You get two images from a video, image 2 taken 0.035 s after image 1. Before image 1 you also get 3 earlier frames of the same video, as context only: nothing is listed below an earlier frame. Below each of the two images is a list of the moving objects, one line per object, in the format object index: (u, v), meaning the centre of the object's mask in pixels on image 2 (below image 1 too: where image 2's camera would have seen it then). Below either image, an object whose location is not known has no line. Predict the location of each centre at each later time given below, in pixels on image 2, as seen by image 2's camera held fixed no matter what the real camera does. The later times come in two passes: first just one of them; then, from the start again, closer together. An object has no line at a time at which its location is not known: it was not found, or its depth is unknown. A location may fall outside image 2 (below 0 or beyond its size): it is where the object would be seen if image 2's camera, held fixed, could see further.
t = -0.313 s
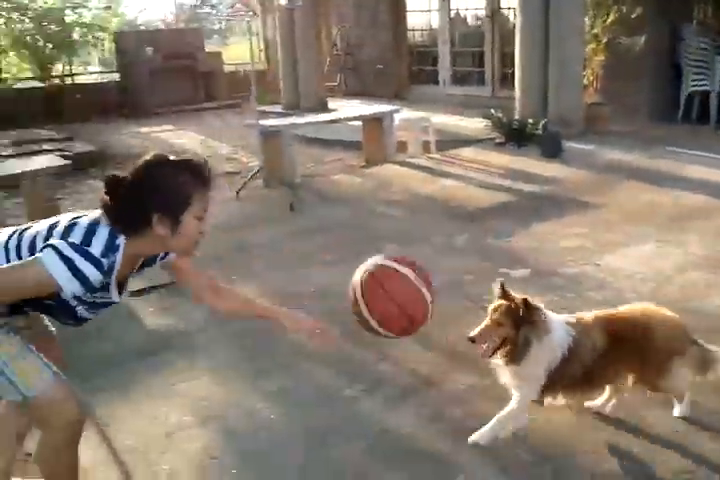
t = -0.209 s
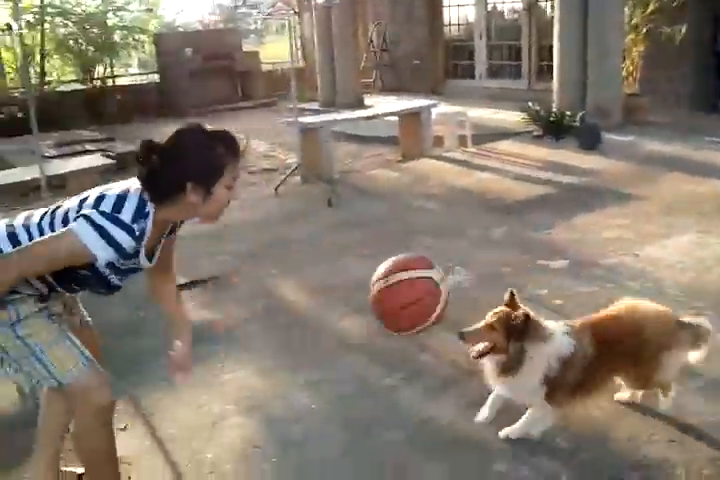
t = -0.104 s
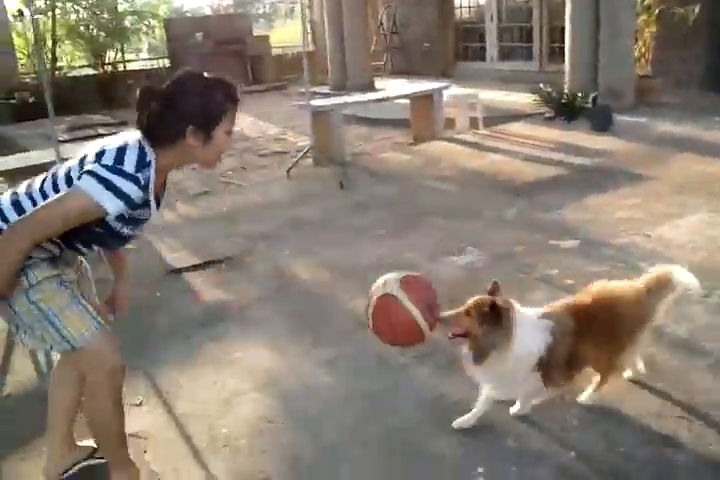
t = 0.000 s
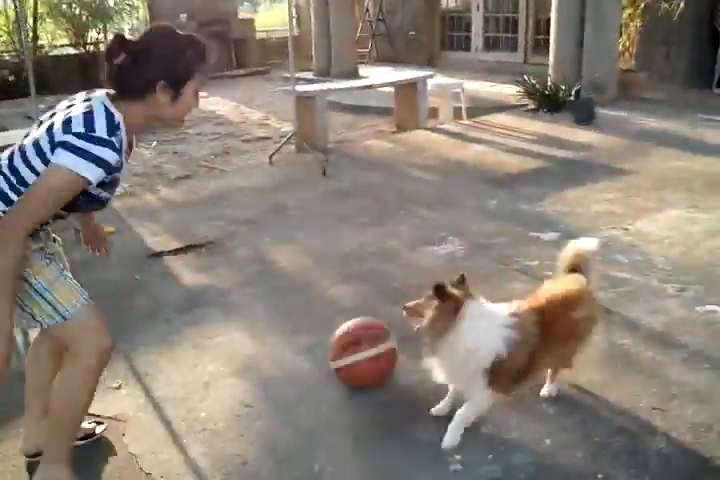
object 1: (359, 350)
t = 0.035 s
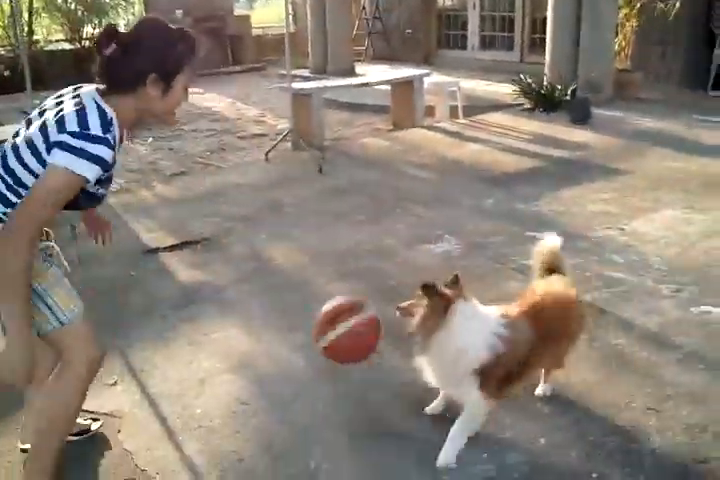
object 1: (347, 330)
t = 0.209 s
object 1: (292, 253)
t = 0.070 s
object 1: (337, 308)
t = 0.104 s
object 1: (325, 289)
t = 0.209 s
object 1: (292, 253)
